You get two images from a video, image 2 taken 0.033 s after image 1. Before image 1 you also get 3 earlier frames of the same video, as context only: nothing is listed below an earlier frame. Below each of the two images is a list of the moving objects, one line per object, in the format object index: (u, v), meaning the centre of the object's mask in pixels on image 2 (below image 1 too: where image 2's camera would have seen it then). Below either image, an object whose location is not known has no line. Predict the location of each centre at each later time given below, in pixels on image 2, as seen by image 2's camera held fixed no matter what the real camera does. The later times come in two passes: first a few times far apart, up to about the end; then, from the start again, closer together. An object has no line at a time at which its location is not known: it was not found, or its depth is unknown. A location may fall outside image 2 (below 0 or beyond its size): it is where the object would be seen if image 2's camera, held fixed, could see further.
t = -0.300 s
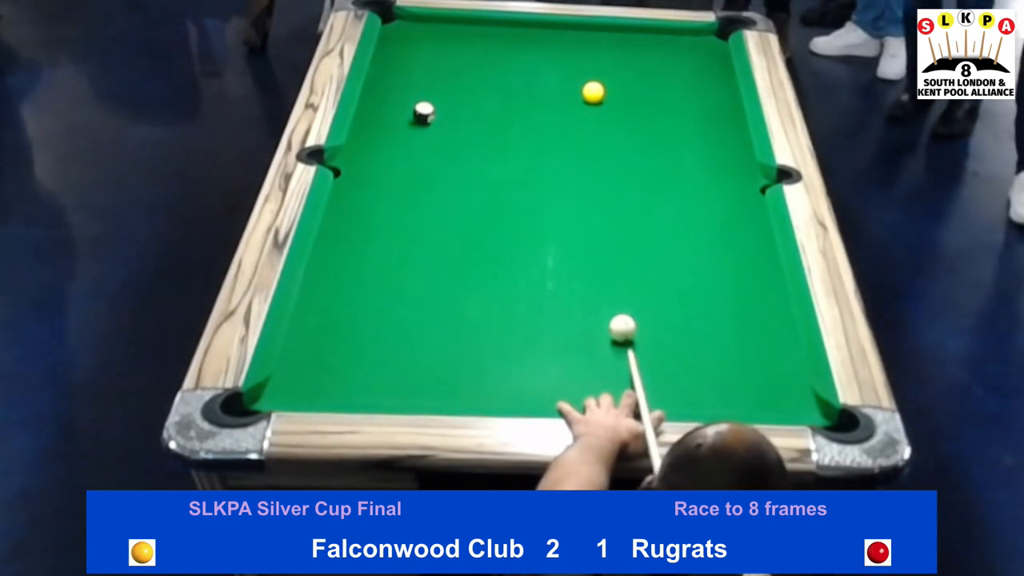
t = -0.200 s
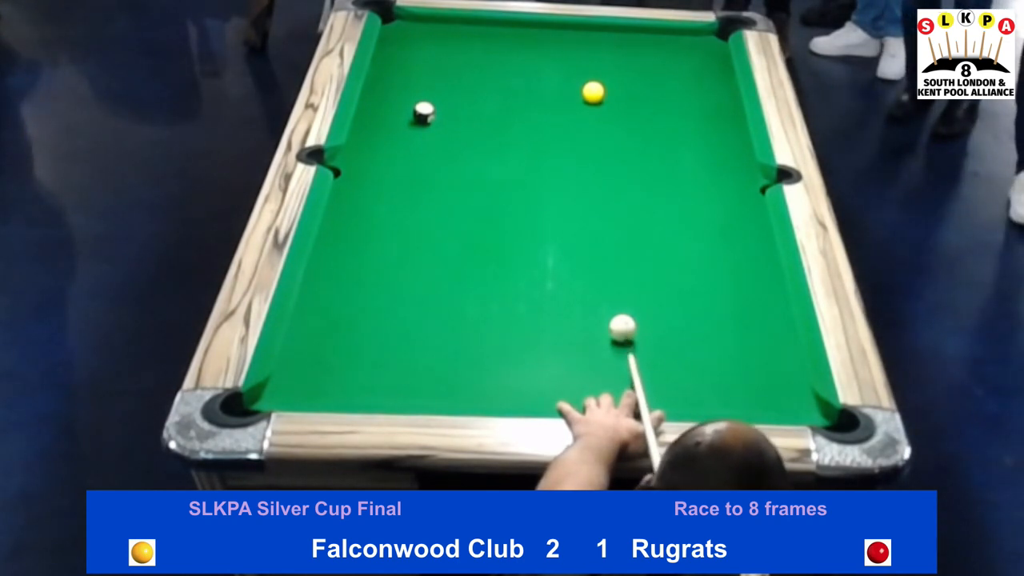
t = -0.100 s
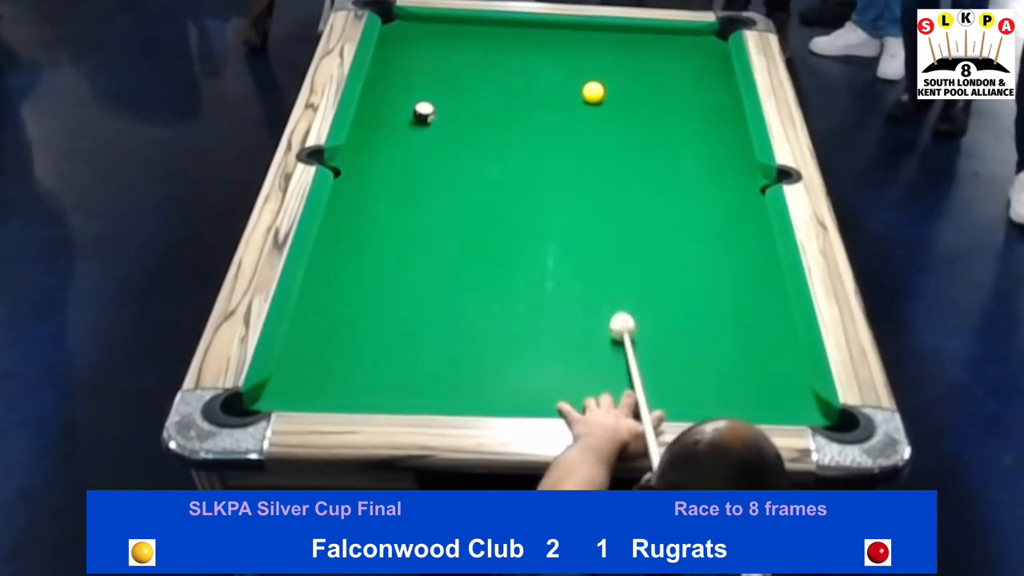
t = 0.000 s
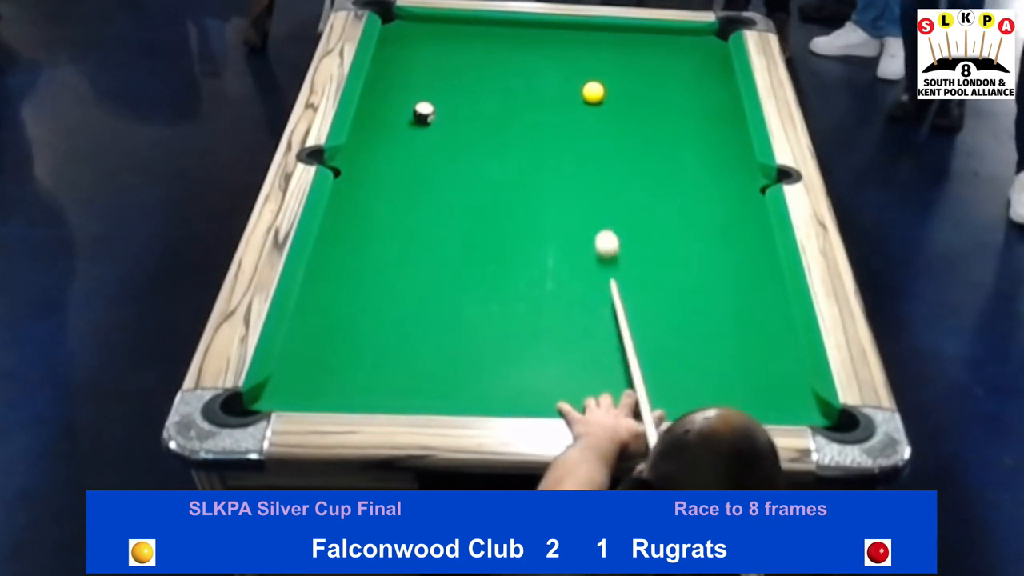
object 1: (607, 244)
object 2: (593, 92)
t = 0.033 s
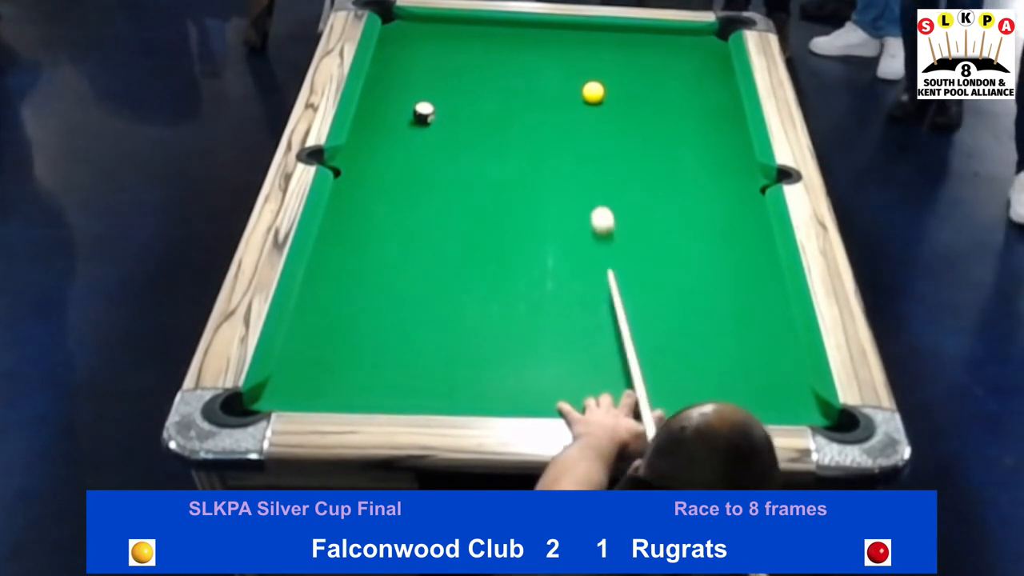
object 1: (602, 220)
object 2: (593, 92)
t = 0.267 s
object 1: (578, 98)
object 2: (596, 91)
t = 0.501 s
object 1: (473, 50)
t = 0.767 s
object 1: (400, 24)
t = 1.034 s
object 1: (478, 31)
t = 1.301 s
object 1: (551, 38)
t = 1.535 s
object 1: (612, 44)
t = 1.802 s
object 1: (681, 51)
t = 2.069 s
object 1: (706, 55)
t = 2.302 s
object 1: (670, 54)
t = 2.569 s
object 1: (632, 54)
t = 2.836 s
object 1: (596, 53)
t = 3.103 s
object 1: (562, 53)
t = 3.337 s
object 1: (535, 53)
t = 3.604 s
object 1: (505, 53)
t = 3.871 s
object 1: (479, 53)
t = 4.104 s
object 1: (458, 53)
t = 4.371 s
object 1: (437, 53)
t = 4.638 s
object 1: (418, 53)
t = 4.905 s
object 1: (402, 54)
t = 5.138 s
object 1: (390, 55)
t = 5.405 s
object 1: (383, 56)
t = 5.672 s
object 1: (387, 57)
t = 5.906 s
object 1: (388, 57)
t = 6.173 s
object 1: (388, 57)
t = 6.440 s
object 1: (388, 57)
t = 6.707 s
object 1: (388, 57)
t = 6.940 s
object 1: (388, 57)
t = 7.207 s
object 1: (388, 57)
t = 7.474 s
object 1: (388, 57)
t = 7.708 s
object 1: (388, 57)
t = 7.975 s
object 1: (388, 57)
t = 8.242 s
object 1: (388, 57)
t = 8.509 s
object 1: (388, 57)
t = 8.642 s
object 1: (388, 57)
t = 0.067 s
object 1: (598, 198)
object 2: (593, 92)
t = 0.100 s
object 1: (595, 178)
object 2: (593, 92)
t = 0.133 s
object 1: (591, 159)
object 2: (593, 92)
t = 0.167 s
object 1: (588, 142)
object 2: (593, 92)
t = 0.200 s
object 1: (585, 126)
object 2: (593, 92)
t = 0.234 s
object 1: (582, 111)
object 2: (593, 92)
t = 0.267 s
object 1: (578, 98)
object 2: (596, 91)
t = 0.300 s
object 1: (561, 91)
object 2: (606, 86)
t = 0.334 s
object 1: (544, 85)
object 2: (618, 81)
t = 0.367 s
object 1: (528, 78)
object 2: (628, 76)
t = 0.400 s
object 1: (513, 71)
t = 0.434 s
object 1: (499, 64)
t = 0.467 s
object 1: (486, 57)
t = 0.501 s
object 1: (473, 50)
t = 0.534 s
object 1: (461, 43)
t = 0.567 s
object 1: (448, 36)
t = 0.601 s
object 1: (436, 30)
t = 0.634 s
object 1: (425, 23)
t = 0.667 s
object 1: (413, 17)
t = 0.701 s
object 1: (401, 20)
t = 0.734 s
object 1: (390, 22)
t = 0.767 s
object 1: (400, 24)
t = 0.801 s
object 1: (411, 25)
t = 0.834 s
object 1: (421, 26)
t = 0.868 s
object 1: (431, 27)
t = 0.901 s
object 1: (441, 28)
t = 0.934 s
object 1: (450, 29)
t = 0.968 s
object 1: (459, 29)
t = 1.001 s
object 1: (469, 30)
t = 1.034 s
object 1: (478, 31)
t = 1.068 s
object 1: (487, 32)
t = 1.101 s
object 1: (496, 33)
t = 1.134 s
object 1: (506, 34)
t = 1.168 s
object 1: (515, 35)
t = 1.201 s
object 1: (524, 35)
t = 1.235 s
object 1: (533, 36)
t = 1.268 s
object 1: (542, 37)
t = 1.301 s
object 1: (551, 38)
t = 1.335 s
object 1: (560, 39)
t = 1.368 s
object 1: (569, 40)
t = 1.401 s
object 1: (577, 41)
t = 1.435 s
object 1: (586, 41)
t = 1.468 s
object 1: (595, 42)
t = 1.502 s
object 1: (604, 43)
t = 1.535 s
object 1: (612, 44)
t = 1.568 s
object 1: (621, 45)
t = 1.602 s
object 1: (630, 46)
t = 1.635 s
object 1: (638, 47)
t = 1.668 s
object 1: (647, 48)
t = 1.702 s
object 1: (655, 48)
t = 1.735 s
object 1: (664, 49)
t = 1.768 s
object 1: (672, 50)
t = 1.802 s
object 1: (681, 51)
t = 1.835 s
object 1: (689, 52)
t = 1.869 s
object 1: (697, 53)
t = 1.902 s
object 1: (705, 54)
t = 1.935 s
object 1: (714, 55)
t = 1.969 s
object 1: (721, 55)
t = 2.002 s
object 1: (717, 55)
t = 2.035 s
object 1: (712, 55)
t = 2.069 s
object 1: (706, 55)
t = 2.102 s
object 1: (701, 55)
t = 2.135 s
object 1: (696, 55)
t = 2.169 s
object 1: (691, 55)
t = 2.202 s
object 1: (686, 54)
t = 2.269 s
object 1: (675, 55)
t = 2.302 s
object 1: (670, 54)
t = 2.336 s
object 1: (665, 54)
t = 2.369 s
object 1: (660, 54)
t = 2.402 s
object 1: (656, 54)
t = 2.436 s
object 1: (651, 54)
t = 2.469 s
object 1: (646, 54)
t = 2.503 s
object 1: (641, 54)
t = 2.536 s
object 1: (636, 54)
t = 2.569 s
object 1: (632, 54)
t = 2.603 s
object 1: (627, 54)
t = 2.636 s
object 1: (622, 53)
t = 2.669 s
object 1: (618, 53)
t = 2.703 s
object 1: (613, 53)
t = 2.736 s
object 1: (609, 53)
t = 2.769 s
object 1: (604, 53)
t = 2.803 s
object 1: (600, 53)
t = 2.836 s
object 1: (596, 53)
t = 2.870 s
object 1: (591, 53)
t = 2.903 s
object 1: (587, 53)
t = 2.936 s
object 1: (583, 53)
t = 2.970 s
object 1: (578, 53)
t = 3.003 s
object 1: (574, 53)
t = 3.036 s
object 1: (570, 53)
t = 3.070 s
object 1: (566, 53)
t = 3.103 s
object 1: (562, 53)
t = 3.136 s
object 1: (558, 53)
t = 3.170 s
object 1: (554, 53)
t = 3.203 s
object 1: (550, 53)
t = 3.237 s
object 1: (546, 53)
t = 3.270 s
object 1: (542, 53)
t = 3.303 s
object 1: (538, 53)
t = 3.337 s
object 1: (535, 53)
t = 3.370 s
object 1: (531, 52)
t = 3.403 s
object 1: (527, 53)
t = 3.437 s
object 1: (523, 52)
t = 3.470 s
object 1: (520, 53)
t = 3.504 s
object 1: (516, 53)
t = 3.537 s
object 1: (513, 52)
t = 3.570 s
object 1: (509, 52)
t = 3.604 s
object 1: (505, 53)
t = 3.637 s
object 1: (502, 52)
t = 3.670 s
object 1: (499, 53)
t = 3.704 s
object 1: (495, 52)
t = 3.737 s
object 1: (492, 52)
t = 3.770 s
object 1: (489, 53)
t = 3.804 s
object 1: (485, 53)
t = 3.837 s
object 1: (482, 53)
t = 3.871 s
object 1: (479, 53)
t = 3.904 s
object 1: (476, 53)
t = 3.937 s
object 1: (473, 53)
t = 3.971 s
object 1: (470, 53)
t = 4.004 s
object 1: (467, 53)
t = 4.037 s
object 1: (464, 53)
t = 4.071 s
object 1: (461, 53)
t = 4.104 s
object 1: (458, 53)
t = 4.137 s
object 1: (455, 53)
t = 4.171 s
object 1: (453, 53)
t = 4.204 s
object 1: (450, 53)
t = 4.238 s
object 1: (447, 53)
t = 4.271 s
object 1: (444, 53)
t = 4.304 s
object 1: (442, 53)
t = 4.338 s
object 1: (439, 53)
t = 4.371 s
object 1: (437, 53)
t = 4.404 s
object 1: (434, 53)
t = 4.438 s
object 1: (432, 53)
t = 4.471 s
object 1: (429, 53)
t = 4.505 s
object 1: (427, 53)
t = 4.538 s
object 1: (425, 53)
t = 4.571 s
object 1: (422, 53)
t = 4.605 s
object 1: (420, 53)
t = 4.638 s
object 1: (418, 53)
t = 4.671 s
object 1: (416, 53)
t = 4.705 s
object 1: (414, 53)
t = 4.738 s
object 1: (412, 54)
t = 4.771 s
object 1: (410, 54)
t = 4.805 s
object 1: (408, 54)
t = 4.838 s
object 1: (406, 54)
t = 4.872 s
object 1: (404, 54)
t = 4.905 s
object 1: (402, 54)
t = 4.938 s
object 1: (400, 54)
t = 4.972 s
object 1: (398, 54)
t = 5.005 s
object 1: (397, 55)
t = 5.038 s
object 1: (395, 55)
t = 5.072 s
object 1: (393, 55)
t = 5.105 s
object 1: (392, 55)
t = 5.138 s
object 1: (390, 55)
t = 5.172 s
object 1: (389, 55)
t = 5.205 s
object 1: (387, 55)
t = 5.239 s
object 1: (386, 55)
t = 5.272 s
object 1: (384, 56)
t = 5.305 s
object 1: (383, 56)
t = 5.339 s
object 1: (382, 56)
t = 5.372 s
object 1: (382, 56)
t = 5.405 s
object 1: (383, 56)
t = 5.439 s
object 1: (383, 56)
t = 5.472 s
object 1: (384, 56)
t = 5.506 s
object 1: (385, 56)
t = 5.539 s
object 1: (385, 56)
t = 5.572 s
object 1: (386, 56)
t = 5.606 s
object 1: (386, 57)
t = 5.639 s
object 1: (387, 57)
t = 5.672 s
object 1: (387, 57)
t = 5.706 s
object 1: (388, 57)
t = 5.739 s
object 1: (388, 57)
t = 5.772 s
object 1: (388, 57)
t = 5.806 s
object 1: (388, 57)
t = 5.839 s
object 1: (388, 57)
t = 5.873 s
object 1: (388, 57)
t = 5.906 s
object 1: (388, 57)
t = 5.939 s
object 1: (388, 57)
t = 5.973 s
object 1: (388, 57)
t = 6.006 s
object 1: (388, 57)
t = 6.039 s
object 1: (388, 57)
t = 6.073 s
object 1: (388, 57)
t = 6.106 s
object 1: (388, 57)
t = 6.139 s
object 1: (388, 57)
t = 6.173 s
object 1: (388, 57)
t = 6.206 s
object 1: (388, 57)
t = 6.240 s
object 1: (388, 57)
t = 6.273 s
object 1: (388, 57)
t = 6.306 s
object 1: (388, 57)
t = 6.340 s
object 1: (388, 57)
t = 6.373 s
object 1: (388, 57)
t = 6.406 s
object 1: (388, 57)
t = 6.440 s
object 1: (388, 57)
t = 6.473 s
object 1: (388, 57)
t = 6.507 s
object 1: (388, 57)
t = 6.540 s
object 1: (388, 57)
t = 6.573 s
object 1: (388, 57)
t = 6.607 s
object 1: (388, 57)
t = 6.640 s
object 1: (388, 57)
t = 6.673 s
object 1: (388, 57)
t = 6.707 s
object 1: (388, 57)
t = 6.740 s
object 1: (388, 57)
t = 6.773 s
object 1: (388, 57)
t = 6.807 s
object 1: (388, 57)
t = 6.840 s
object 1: (388, 57)
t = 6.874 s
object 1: (388, 57)
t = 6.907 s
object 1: (388, 57)
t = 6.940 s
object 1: (388, 57)
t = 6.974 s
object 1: (388, 57)
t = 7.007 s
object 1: (388, 57)
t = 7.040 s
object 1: (388, 57)
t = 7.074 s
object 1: (388, 57)
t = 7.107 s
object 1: (388, 57)
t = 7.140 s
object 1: (388, 57)
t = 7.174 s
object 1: (388, 57)
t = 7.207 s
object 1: (388, 57)
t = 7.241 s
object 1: (388, 57)
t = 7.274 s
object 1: (388, 57)
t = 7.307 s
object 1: (388, 57)
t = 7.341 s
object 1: (388, 57)
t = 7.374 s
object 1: (388, 57)
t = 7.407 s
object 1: (388, 57)
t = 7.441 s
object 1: (388, 57)
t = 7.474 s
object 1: (388, 57)
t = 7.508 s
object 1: (388, 57)
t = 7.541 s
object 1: (388, 57)
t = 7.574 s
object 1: (388, 57)
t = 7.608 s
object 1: (388, 57)
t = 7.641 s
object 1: (388, 57)
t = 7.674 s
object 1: (388, 57)
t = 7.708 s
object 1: (388, 57)
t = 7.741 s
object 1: (388, 57)
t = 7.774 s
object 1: (388, 57)
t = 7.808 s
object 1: (388, 57)
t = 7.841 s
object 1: (388, 57)
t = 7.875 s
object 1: (388, 57)
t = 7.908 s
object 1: (388, 57)
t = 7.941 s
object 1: (388, 57)
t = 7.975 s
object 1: (388, 57)
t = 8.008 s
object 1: (388, 57)
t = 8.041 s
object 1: (388, 57)
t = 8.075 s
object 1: (388, 57)
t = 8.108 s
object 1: (388, 57)
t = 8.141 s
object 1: (388, 57)
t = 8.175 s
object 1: (388, 57)
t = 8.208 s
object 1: (388, 57)
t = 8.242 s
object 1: (388, 57)
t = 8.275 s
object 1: (388, 57)
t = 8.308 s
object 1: (388, 57)
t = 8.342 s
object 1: (388, 57)
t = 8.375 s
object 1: (388, 57)
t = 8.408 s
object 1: (388, 57)
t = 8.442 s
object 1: (388, 57)
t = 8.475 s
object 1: (388, 57)
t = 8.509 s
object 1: (388, 57)
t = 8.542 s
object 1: (388, 57)
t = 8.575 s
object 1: (388, 57)
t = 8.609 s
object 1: (388, 57)
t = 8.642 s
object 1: (388, 57)
